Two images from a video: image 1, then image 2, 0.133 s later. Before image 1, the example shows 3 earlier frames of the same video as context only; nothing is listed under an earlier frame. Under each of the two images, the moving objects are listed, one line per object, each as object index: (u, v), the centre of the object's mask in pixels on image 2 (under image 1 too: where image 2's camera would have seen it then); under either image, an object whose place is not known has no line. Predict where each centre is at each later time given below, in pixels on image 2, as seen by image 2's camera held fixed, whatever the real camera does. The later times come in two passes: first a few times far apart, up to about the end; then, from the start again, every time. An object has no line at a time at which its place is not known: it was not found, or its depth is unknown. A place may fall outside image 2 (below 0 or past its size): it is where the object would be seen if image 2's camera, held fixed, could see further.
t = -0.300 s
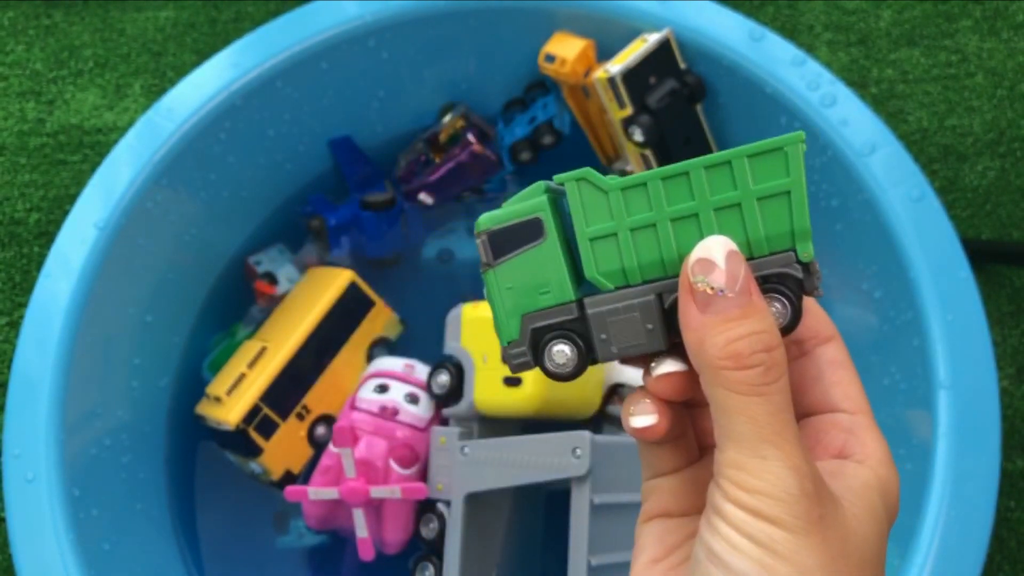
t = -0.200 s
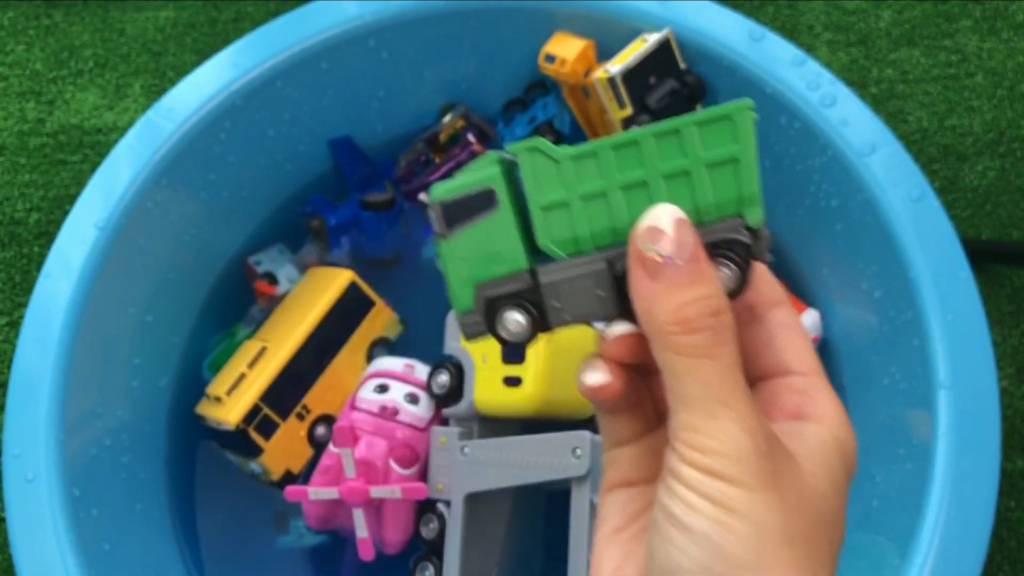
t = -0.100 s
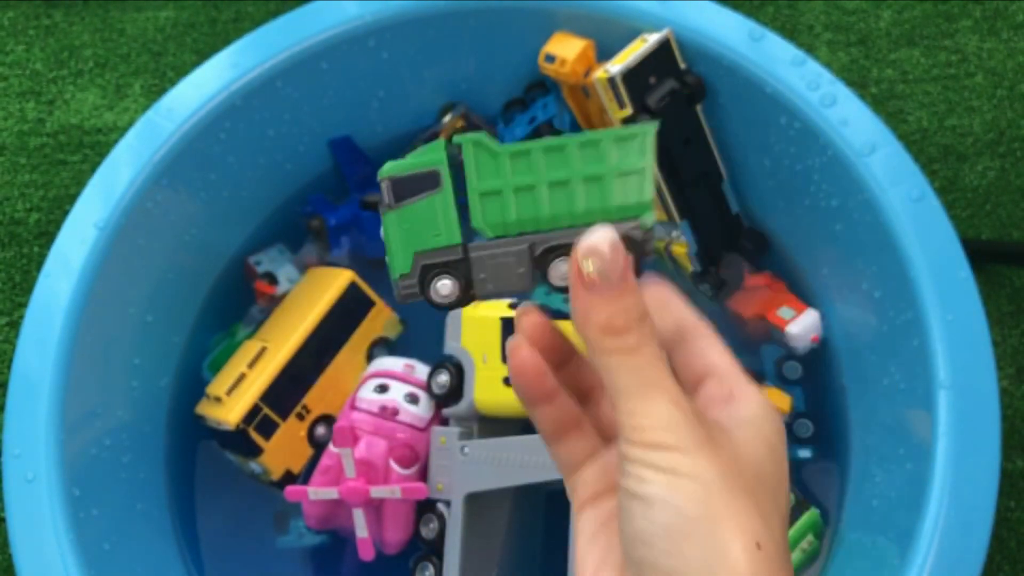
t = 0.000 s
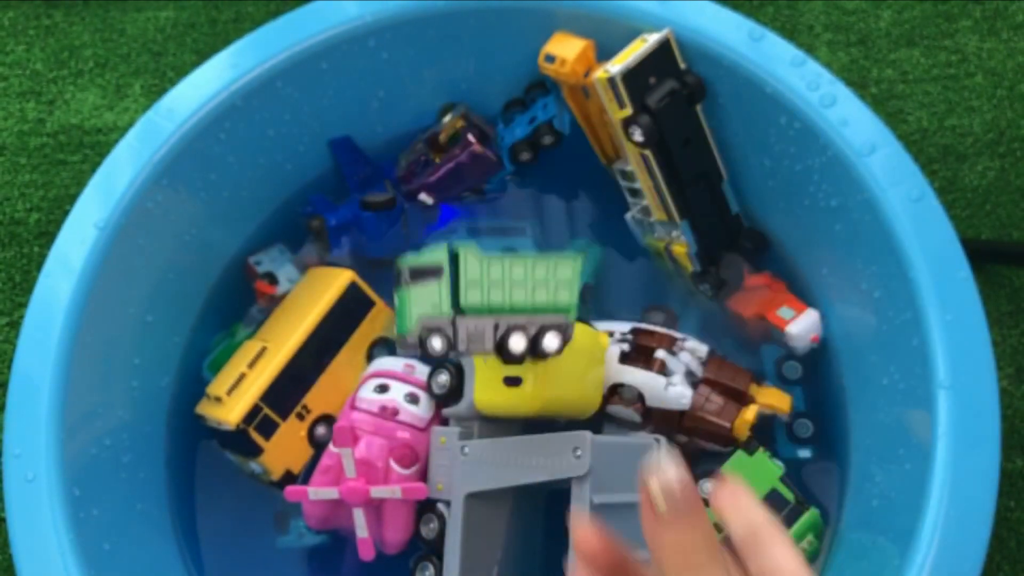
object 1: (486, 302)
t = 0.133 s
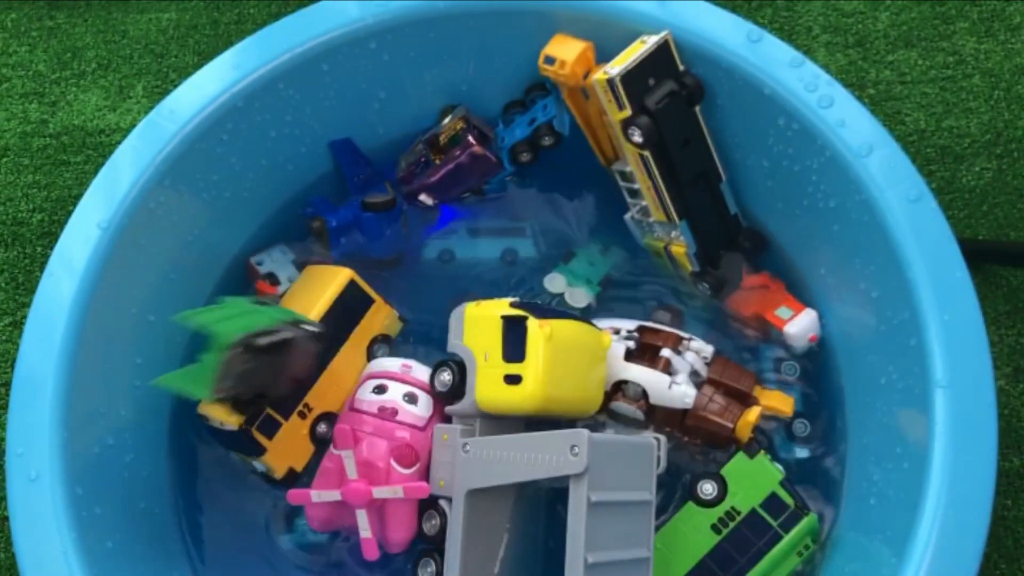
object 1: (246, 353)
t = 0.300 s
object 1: (232, 328)
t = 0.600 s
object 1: (273, 277)
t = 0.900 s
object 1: (273, 277)
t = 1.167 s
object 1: (273, 277)
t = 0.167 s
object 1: (192, 356)
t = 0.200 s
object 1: (173, 364)
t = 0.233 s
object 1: (208, 362)
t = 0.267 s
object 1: (218, 343)
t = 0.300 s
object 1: (232, 328)
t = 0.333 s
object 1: (247, 315)
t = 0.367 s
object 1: (259, 292)
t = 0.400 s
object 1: (258, 274)
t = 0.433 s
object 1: (262, 266)
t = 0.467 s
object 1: (269, 268)
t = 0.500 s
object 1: (274, 274)
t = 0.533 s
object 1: (274, 276)
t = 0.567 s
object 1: (273, 277)
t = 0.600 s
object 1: (273, 277)
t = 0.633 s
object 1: (273, 277)
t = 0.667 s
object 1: (273, 277)
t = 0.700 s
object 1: (273, 277)
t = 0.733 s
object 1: (273, 277)
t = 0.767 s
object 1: (273, 277)
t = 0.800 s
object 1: (273, 277)
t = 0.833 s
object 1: (273, 277)
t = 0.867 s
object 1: (273, 277)
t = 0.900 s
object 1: (273, 277)
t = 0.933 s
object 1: (273, 277)
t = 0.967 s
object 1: (273, 277)
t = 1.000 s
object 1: (273, 277)
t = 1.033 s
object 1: (273, 277)
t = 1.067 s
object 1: (273, 277)
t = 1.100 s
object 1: (273, 277)
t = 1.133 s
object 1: (273, 277)
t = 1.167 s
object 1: (273, 277)
